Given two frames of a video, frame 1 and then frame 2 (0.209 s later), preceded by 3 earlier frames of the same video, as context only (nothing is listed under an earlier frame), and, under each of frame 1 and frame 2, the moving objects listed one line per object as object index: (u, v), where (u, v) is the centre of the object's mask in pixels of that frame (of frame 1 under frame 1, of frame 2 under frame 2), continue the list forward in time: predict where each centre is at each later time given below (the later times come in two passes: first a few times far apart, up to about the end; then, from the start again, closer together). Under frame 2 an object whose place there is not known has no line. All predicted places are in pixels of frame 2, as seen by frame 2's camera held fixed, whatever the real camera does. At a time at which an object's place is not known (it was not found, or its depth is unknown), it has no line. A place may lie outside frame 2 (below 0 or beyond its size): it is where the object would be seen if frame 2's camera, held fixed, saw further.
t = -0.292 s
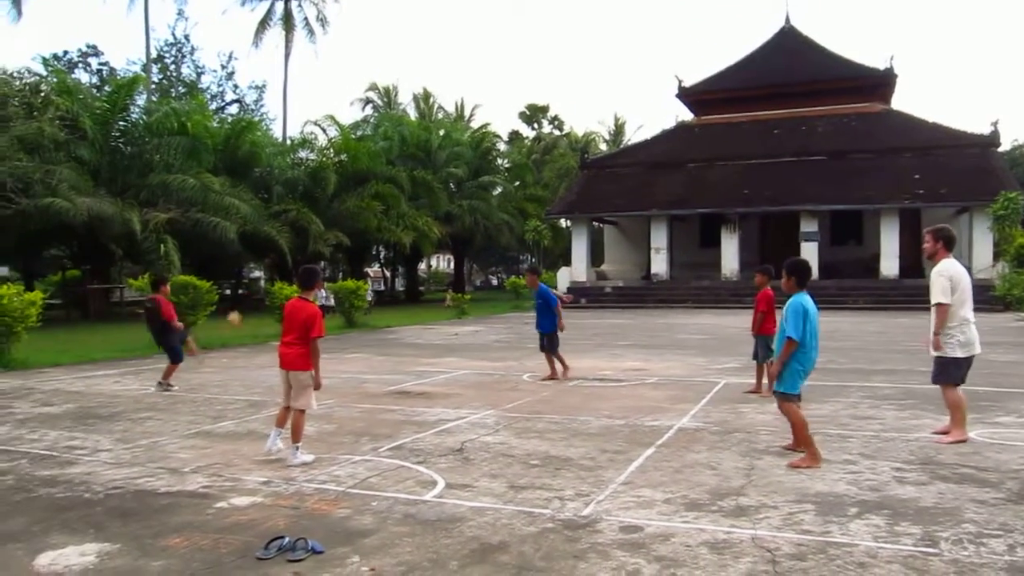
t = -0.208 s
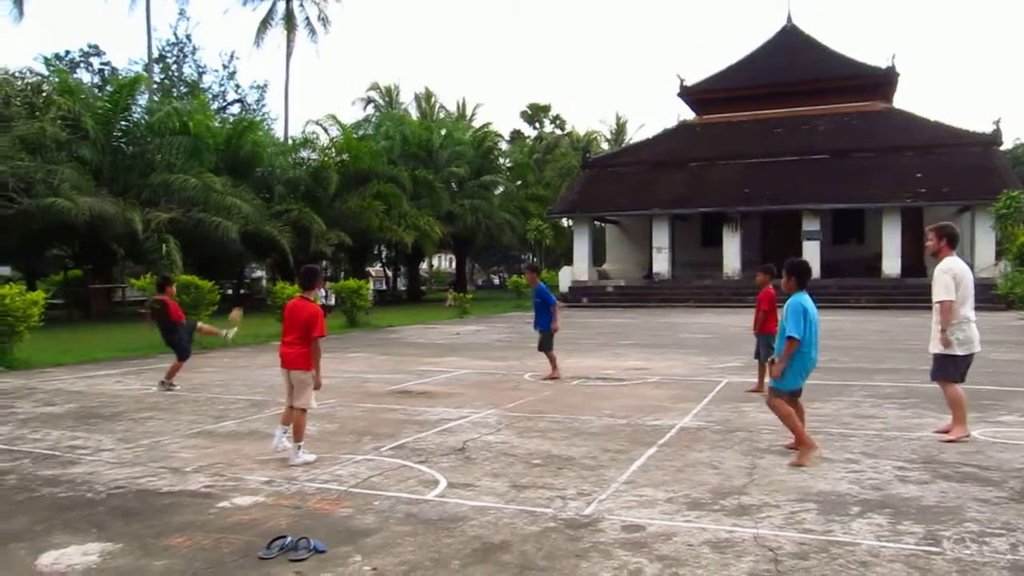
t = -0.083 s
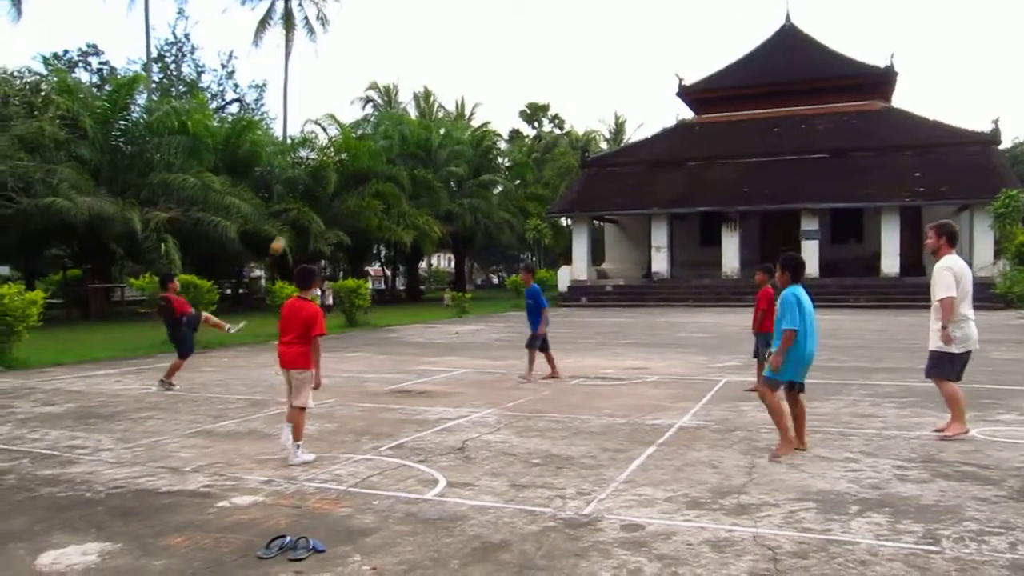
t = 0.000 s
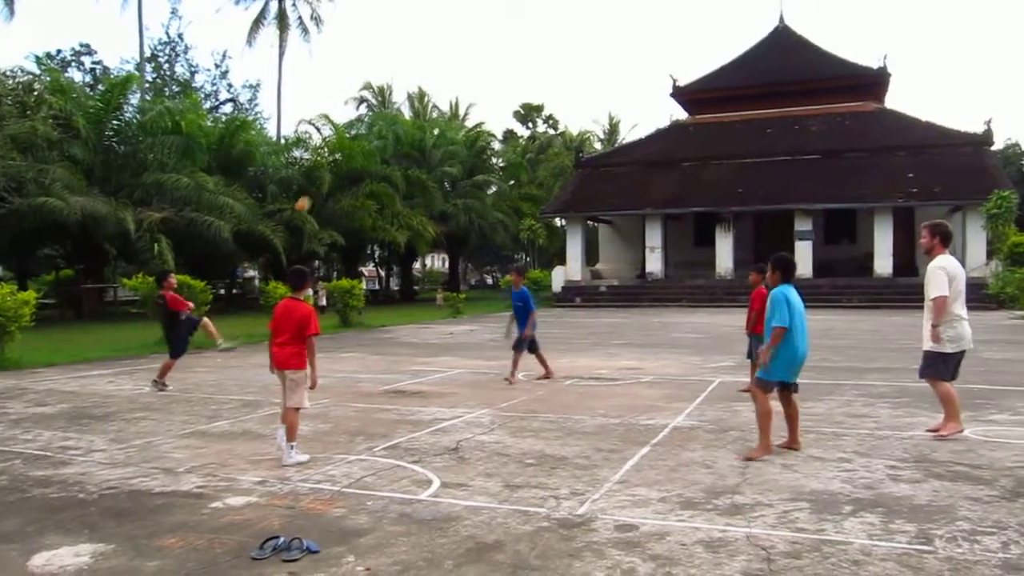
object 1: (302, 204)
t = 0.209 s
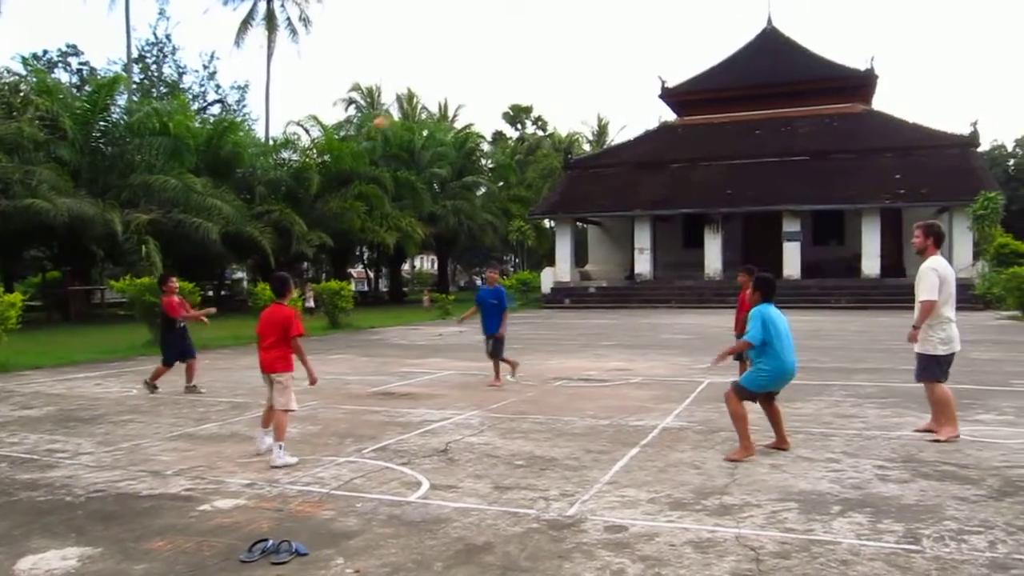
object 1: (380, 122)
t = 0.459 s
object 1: (508, 78)
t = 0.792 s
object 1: (730, 137)
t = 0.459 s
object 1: (508, 78)
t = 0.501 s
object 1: (532, 77)
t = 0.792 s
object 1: (730, 137)
